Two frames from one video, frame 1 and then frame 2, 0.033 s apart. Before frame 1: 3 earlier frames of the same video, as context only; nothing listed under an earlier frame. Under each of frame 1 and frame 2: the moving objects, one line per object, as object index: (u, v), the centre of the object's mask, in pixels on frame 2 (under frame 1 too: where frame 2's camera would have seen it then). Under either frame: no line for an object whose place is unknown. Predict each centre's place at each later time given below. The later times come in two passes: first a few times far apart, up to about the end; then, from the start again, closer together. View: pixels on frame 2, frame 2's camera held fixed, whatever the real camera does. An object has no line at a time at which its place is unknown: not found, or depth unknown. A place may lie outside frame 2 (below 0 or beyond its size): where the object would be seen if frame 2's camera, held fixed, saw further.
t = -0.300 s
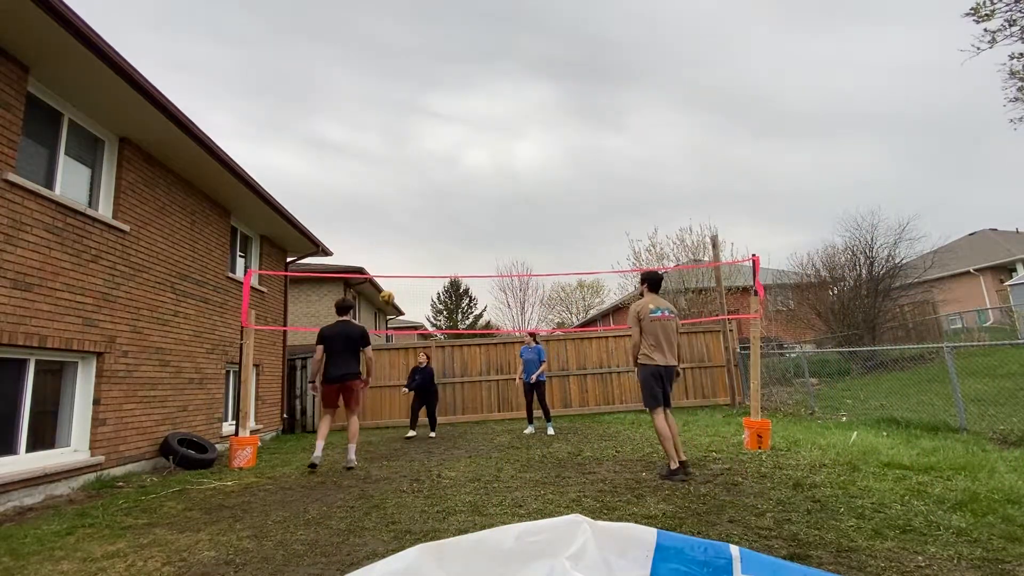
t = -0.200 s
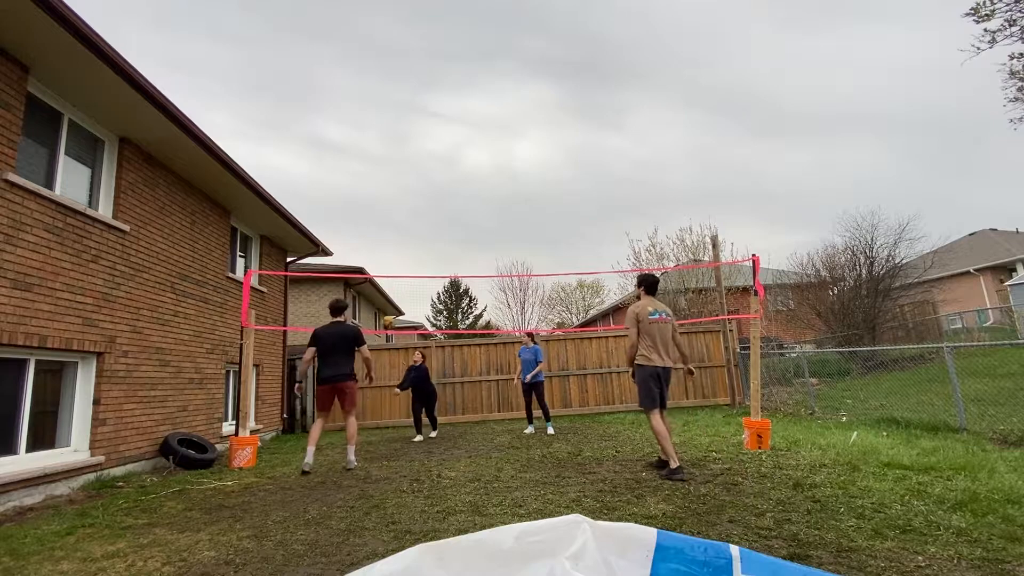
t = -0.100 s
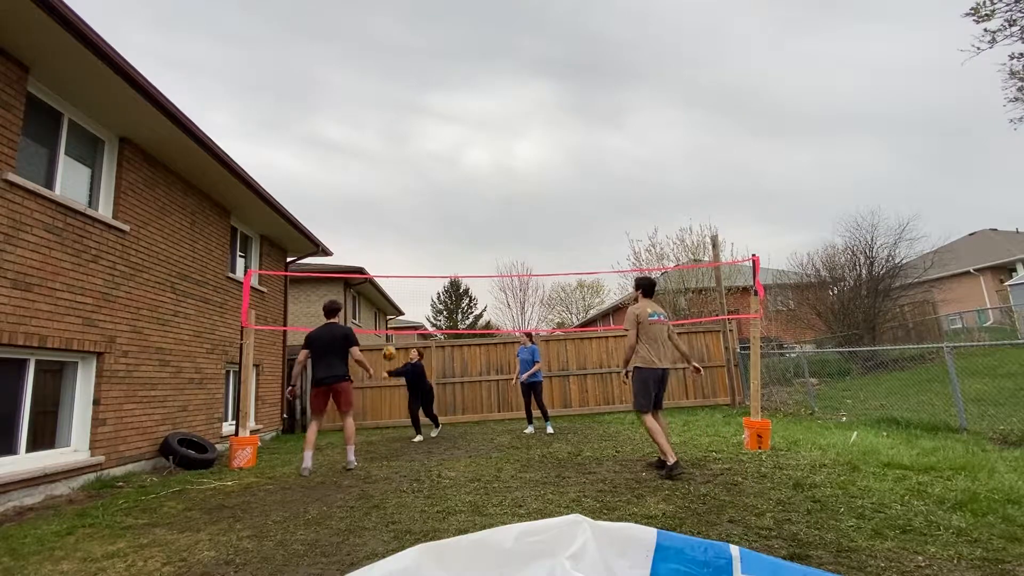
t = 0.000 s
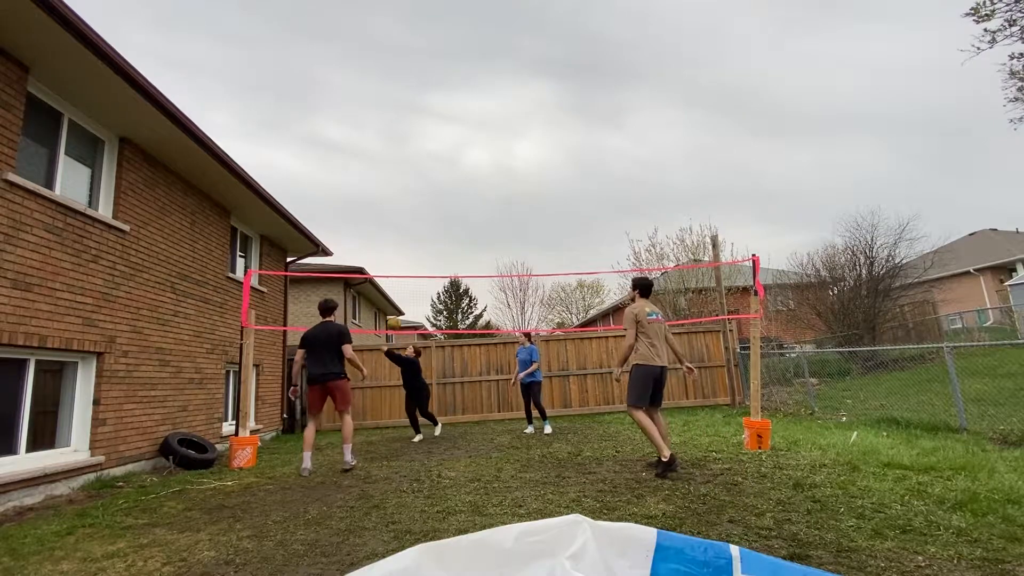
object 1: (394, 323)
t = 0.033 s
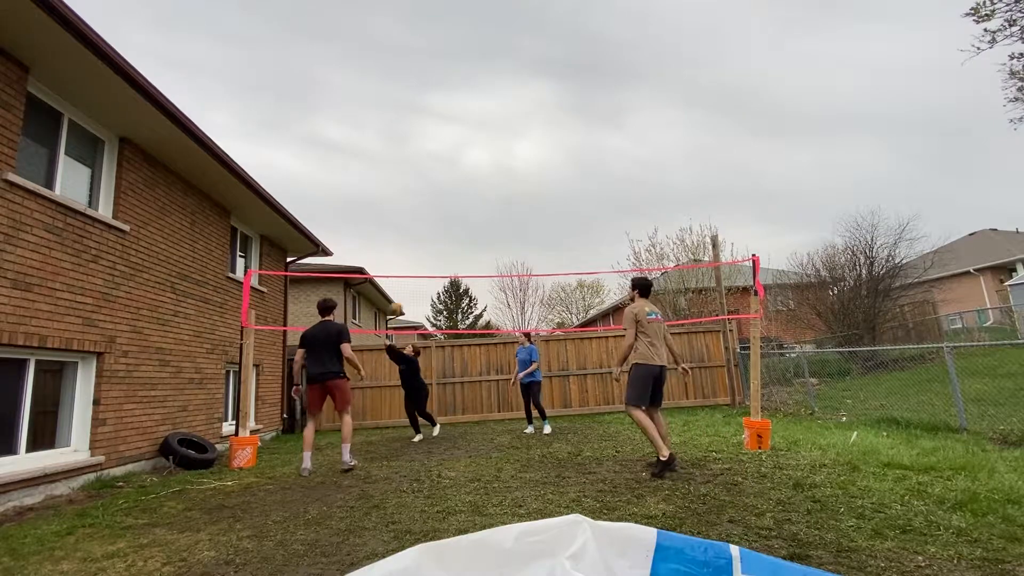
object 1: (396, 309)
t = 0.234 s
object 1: (409, 234)
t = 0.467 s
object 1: (423, 190)
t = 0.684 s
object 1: (437, 176)
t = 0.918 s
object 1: (452, 190)
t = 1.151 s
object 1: (468, 231)
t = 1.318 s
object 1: (481, 277)
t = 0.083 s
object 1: (400, 282)
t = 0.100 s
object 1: (401, 276)
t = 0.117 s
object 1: (402, 270)
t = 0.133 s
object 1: (403, 264)
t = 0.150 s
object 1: (404, 258)
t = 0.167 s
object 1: (405, 253)
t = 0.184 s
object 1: (406, 248)
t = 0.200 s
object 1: (407, 243)
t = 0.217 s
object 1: (408, 238)
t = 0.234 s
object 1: (409, 234)
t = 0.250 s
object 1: (410, 229)
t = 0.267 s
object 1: (411, 225)
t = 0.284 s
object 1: (412, 221)
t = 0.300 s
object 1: (413, 218)
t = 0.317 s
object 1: (414, 214)
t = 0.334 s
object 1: (415, 211)
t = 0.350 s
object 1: (416, 207)
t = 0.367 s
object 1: (417, 205)
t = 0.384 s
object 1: (418, 202)
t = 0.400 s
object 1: (419, 199)
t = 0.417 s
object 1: (420, 196)
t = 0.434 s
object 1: (421, 194)
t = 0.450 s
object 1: (422, 192)
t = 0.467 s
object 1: (423, 190)
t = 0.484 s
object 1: (424, 188)
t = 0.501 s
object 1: (425, 186)
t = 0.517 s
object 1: (426, 184)
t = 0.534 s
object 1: (427, 183)
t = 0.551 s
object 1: (428, 181)
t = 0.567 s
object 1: (429, 180)
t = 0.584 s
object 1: (430, 179)
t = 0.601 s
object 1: (431, 178)
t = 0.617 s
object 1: (432, 178)
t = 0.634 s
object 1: (434, 177)
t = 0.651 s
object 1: (435, 177)
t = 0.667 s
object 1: (436, 177)
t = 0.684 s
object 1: (437, 176)
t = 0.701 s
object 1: (438, 176)
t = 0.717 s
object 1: (439, 177)
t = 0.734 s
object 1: (440, 177)
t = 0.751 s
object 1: (441, 177)
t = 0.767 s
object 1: (442, 178)
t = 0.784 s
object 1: (443, 179)
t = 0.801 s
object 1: (444, 180)
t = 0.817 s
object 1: (445, 181)
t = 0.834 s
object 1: (446, 182)
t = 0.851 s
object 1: (447, 183)
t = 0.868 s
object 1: (448, 185)
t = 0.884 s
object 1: (450, 186)
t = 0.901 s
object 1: (451, 188)
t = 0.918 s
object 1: (452, 190)
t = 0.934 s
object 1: (453, 192)
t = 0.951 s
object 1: (454, 194)
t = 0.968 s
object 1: (455, 196)
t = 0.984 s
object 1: (456, 199)
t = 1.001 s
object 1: (457, 202)
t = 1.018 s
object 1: (458, 204)
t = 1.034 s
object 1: (460, 207)
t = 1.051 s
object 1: (461, 210)
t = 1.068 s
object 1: (462, 213)
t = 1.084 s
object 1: (463, 216)
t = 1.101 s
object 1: (464, 220)
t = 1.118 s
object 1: (466, 223)
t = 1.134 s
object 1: (467, 227)
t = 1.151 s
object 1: (468, 231)
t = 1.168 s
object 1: (469, 235)
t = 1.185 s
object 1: (470, 239)
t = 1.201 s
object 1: (471, 243)
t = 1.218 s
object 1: (473, 247)
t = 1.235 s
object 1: (474, 252)
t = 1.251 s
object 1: (475, 257)
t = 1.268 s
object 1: (476, 262)
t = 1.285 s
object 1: (478, 267)
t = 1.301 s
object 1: (479, 271)
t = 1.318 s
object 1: (481, 277)
